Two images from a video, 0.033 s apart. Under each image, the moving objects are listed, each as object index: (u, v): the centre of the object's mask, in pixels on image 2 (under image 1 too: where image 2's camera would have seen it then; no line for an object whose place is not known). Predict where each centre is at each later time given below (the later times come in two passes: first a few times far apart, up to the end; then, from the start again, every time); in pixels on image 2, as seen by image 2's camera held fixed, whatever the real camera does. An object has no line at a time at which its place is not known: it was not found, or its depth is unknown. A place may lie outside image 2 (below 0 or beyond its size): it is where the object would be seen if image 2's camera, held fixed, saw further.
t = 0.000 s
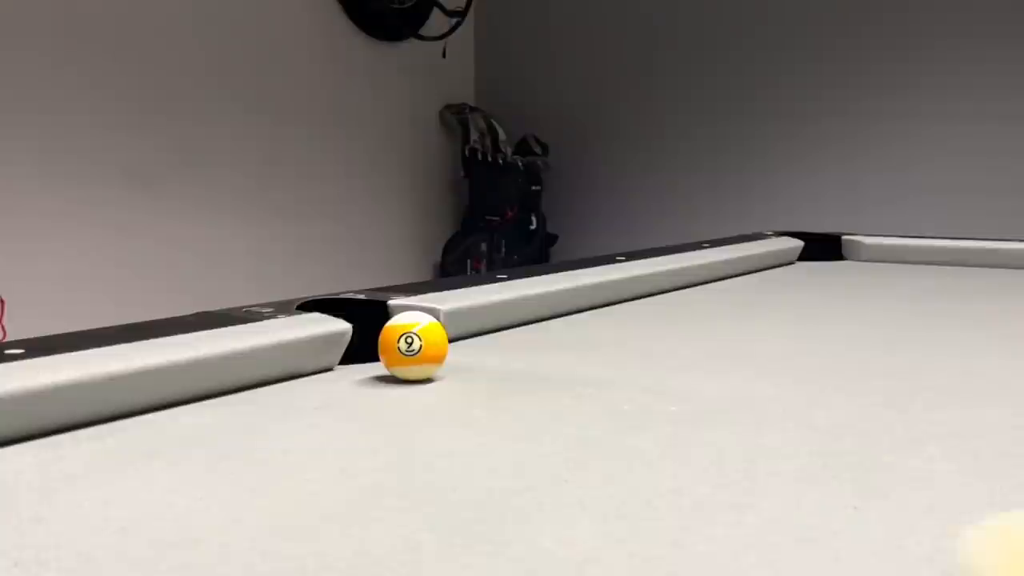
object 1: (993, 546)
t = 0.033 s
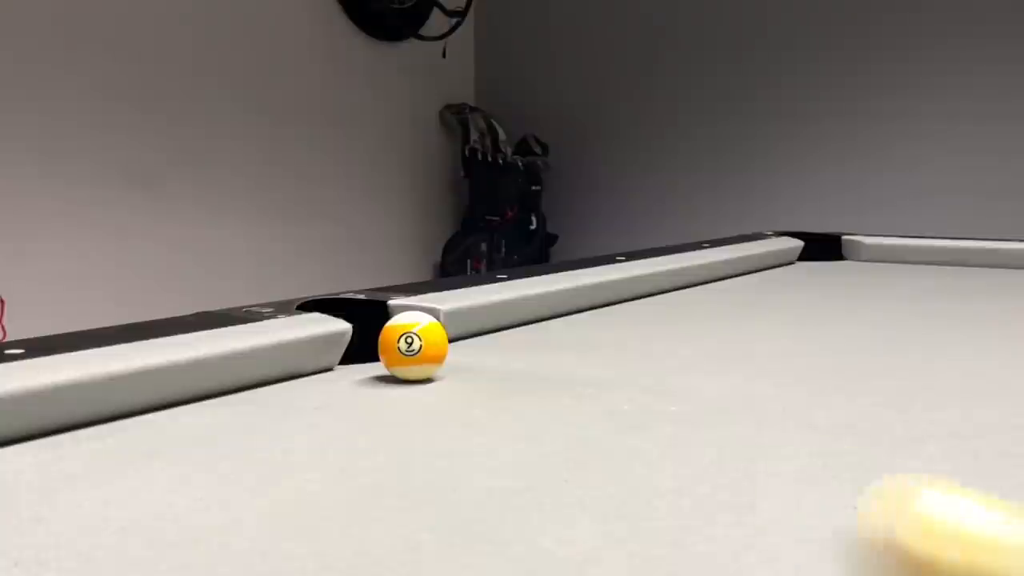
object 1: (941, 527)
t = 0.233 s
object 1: (562, 406)
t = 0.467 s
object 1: (403, 356)
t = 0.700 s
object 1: (334, 356)
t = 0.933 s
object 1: (311, 360)
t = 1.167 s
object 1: (337, 368)
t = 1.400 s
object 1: (363, 375)
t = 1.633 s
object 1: (385, 380)
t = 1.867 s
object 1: (406, 383)
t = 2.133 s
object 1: (423, 383)
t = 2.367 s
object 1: (435, 382)
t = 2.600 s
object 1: (442, 379)
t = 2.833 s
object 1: (446, 374)
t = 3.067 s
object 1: (446, 368)
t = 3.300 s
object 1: (445, 362)
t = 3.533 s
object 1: (444, 356)
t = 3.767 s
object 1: (443, 350)
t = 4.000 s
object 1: (442, 345)
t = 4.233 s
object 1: (441, 340)
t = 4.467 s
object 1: (440, 336)
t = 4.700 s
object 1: (440, 331)
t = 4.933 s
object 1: (439, 327)
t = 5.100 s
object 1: (439, 324)
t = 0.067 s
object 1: (861, 516)
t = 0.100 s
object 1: (778, 491)
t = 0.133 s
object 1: (711, 464)
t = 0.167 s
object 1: (656, 444)
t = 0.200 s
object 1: (603, 424)
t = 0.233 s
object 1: (562, 406)
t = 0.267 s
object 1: (524, 389)
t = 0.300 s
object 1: (492, 375)
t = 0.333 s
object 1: (466, 366)
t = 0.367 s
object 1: (437, 357)
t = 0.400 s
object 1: (422, 356)
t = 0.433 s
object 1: (413, 355)
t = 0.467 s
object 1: (403, 356)
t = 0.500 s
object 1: (393, 357)
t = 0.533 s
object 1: (383, 356)
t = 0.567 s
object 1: (374, 356)
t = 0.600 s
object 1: (363, 357)
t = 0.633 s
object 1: (354, 356)
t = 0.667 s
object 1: (344, 357)
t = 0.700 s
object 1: (334, 356)
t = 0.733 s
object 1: (325, 356)
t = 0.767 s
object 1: (315, 356)
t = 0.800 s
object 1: (305, 356)
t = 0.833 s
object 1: (300, 357)
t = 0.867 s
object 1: (303, 358)
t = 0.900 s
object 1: (307, 359)
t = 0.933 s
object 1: (311, 360)
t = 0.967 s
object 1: (315, 362)
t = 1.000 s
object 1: (319, 363)
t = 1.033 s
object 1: (322, 364)
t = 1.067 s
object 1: (326, 365)
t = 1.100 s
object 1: (330, 367)
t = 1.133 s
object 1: (333, 367)
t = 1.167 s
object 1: (337, 368)
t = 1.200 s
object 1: (341, 369)
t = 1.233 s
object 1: (344, 370)
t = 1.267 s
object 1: (348, 371)
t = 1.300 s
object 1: (351, 373)
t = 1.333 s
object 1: (355, 373)
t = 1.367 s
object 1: (359, 374)
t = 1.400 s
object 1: (363, 375)
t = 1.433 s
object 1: (366, 375)
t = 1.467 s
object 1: (370, 377)
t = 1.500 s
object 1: (373, 377)
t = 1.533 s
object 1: (376, 378)
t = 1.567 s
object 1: (380, 379)
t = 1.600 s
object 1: (382, 379)
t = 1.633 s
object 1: (385, 380)
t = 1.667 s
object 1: (389, 380)
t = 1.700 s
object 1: (392, 381)
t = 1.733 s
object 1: (394, 381)
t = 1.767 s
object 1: (398, 382)
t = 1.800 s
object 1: (400, 382)
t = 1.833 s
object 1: (403, 382)
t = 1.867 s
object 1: (406, 383)
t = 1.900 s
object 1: (408, 383)
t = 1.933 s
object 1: (411, 383)
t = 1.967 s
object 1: (413, 383)
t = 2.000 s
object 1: (416, 383)
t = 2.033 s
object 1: (418, 383)
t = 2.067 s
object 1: (420, 383)
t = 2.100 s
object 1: (422, 383)
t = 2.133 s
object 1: (423, 383)
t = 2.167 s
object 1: (425, 384)
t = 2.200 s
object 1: (427, 383)
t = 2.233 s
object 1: (428, 383)
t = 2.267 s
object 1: (430, 383)
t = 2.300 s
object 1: (432, 383)
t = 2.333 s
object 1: (433, 382)
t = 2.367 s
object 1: (435, 382)
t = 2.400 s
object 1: (436, 381)
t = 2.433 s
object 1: (438, 381)
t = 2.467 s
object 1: (439, 380)
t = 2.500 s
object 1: (440, 380)
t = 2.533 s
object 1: (440, 380)
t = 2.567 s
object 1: (441, 379)
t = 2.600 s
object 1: (442, 379)
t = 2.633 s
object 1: (443, 378)
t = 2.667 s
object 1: (443, 378)
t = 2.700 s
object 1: (444, 377)
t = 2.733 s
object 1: (444, 377)
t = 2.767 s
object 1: (445, 375)
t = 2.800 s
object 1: (445, 375)
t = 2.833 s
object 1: (446, 374)
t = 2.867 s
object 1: (446, 373)
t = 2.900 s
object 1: (446, 372)
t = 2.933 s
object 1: (446, 372)
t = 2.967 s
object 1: (446, 371)
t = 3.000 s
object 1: (446, 370)
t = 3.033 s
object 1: (446, 369)
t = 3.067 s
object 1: (446, 368)
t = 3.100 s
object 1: (446, 367)
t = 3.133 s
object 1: (446, 366)
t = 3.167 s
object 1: (446, 365)
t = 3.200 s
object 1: (446, 364)
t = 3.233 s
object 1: (446, 363)
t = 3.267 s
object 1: (446, 363)
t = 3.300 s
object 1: (445, 362)
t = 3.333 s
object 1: (445, 361)
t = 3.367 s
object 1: (445, 360)
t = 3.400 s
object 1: (445, 359)
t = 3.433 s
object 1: (445, 358)
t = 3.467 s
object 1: (445, 357)
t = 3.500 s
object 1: (444, 356)
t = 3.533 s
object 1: (444, 356)
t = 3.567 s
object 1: (444, 355)
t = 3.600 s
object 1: (444, 354)
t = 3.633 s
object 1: (444, 353)
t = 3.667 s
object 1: (444, 352)
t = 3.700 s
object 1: (444, 352)
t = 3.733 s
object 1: (443, 351)
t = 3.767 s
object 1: (443, 350)
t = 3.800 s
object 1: (443, 349)
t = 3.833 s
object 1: (443, 349)
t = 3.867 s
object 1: (443, 348)
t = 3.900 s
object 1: (443, 347)
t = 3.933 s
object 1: (442, 346)
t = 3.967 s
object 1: (442, 346)
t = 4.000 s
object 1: (442, 345)
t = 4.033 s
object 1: (442, 344)
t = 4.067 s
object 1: (442, 343)
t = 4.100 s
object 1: (442, 343)
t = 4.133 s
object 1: (442, 342)
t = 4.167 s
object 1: (441, 341)
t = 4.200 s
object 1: (441, 341)
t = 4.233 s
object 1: (441, 340)
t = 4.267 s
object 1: (441, 340)
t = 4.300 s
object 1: (441, 339)
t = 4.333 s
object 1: (441, 338)
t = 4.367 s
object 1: (441, 338)
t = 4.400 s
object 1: (441, 337)
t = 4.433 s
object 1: (441, 336)
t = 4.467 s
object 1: (440, 336)
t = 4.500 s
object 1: (440, 335)
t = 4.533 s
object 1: (440, 334)
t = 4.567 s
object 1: (440, 334)
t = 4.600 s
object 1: (440, 333)
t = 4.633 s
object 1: (440, 332)
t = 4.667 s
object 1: (440, 332)
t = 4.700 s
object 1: (440, 331)
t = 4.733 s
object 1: (440, 331)
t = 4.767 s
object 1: (439, 330)
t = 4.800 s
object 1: (439, 330)
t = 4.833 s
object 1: (439, 329)
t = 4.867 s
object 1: (439, 328)
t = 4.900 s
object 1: (439, 327)
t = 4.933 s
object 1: (439, 327)
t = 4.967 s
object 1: (439, 326)
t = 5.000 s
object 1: (439, 326)
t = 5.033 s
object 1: (439, 325)
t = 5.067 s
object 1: (439, 325)
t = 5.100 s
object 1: (439, 324)
